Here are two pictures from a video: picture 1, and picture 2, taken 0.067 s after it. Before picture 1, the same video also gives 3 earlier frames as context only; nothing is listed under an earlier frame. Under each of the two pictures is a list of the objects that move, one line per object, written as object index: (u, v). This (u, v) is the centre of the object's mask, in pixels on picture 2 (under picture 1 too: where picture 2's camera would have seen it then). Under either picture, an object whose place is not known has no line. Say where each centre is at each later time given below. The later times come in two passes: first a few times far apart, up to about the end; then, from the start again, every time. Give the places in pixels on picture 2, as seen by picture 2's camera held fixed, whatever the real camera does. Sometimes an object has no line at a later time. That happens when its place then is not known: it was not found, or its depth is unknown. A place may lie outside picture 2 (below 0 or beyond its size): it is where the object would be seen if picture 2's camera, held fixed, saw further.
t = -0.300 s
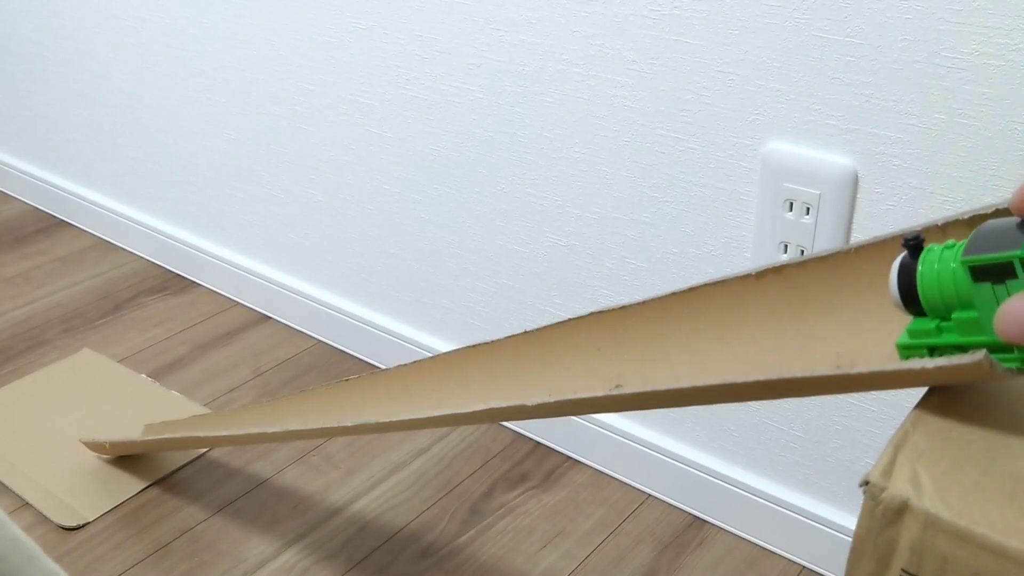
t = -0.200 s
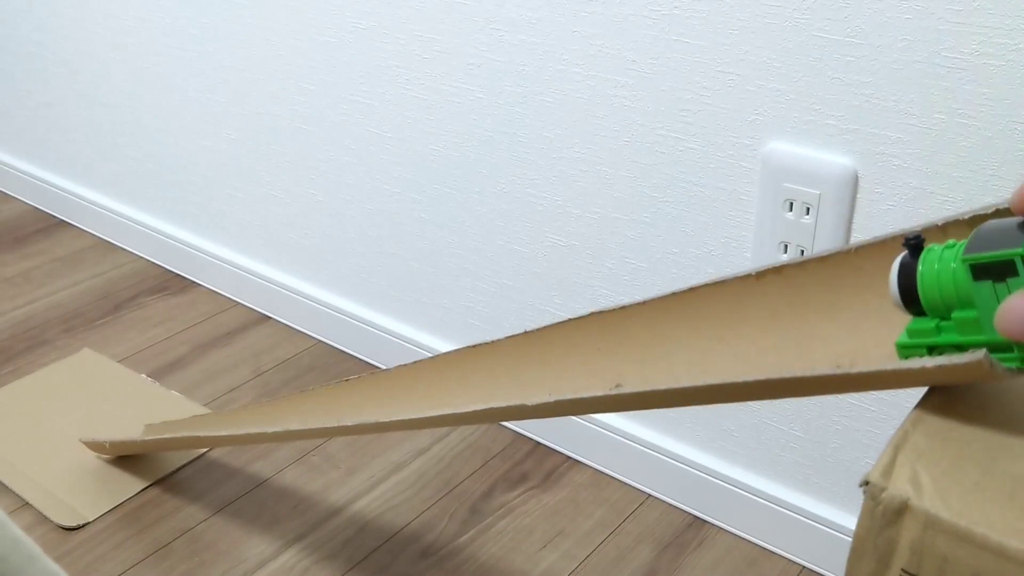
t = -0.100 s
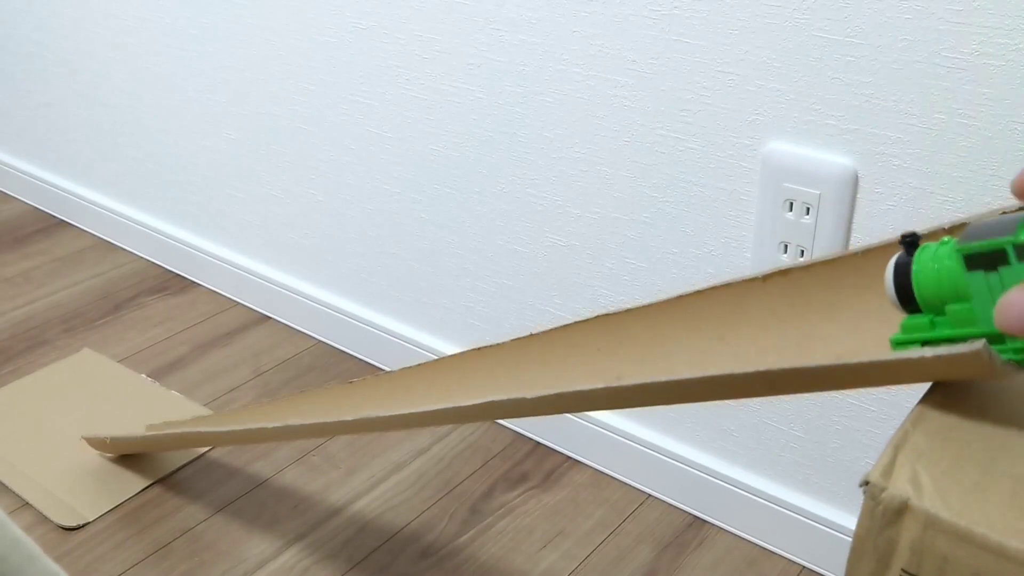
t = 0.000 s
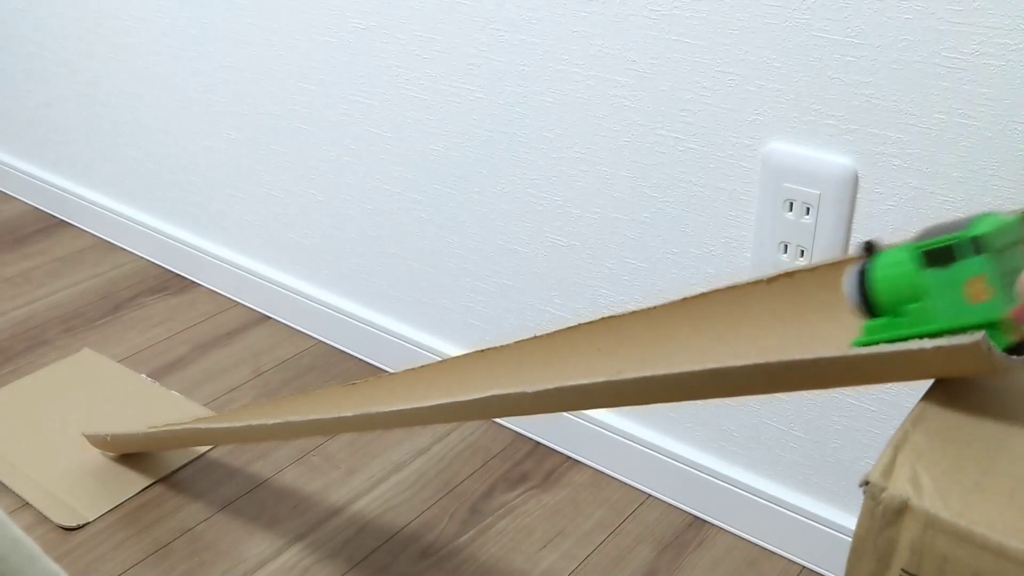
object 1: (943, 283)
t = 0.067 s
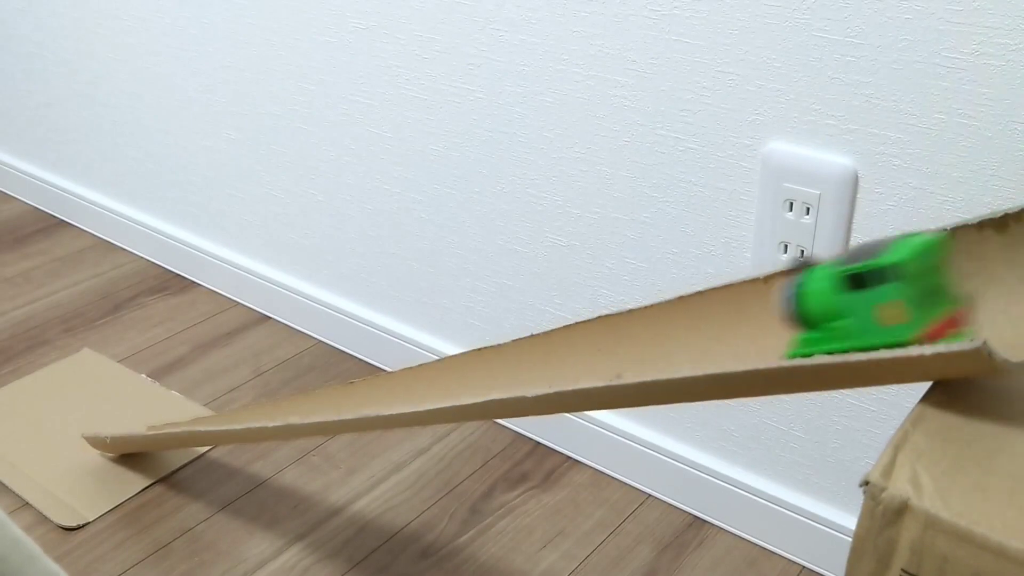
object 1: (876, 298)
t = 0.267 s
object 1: (578, 345)
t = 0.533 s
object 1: (262, 399)
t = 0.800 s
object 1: (66, 374)
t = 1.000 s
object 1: (8, 302)
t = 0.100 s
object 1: (830, 306)
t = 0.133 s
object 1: (781, 315)
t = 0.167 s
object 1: (728, 323)
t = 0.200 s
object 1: (677, 331)
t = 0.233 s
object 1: (628, 338)
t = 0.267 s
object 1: (578, 345)
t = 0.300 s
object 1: (532, 353)
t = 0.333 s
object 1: (487, 361)
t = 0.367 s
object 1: (445, 370)
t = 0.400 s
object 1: (403, 377)
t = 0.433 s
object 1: (365, 384)
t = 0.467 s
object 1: (328, 390)
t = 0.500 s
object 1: (294, 395)
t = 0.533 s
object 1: (262, 399)
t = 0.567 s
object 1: (232, 404)
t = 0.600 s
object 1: (205, 408)
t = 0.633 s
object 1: (177, 411)
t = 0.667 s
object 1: (152, 414)
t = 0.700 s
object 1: (130, 417)
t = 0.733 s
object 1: (110, 411)
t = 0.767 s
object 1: (87, 390)
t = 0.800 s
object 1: (66, 374)
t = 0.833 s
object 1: (52, 362)
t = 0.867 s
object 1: (37, 350)
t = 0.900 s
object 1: (25, 338)
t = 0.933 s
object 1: (16, 327)
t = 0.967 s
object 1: (12, 314)
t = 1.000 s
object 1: (8, 302)
